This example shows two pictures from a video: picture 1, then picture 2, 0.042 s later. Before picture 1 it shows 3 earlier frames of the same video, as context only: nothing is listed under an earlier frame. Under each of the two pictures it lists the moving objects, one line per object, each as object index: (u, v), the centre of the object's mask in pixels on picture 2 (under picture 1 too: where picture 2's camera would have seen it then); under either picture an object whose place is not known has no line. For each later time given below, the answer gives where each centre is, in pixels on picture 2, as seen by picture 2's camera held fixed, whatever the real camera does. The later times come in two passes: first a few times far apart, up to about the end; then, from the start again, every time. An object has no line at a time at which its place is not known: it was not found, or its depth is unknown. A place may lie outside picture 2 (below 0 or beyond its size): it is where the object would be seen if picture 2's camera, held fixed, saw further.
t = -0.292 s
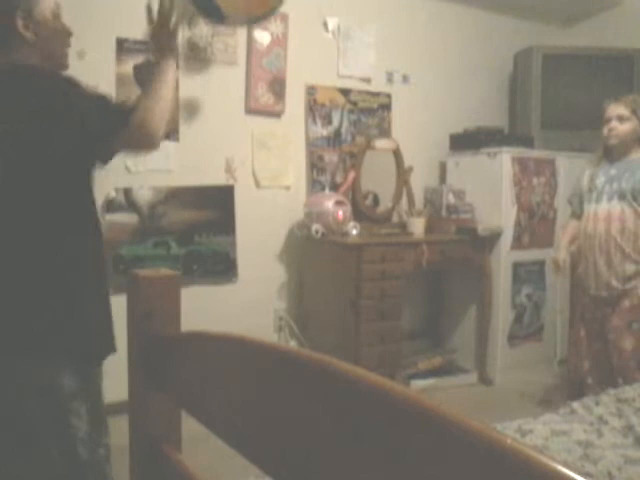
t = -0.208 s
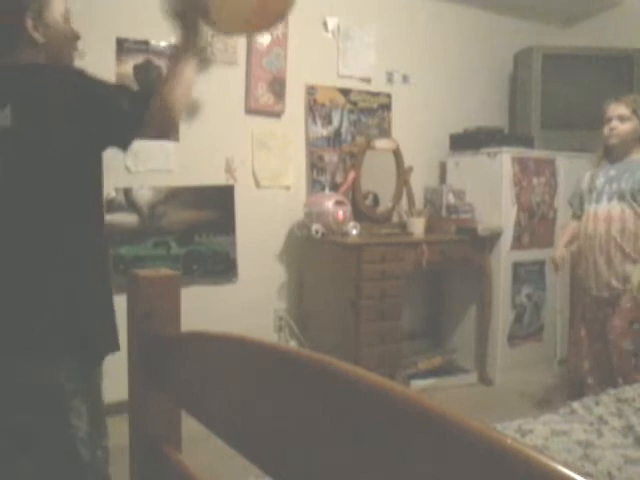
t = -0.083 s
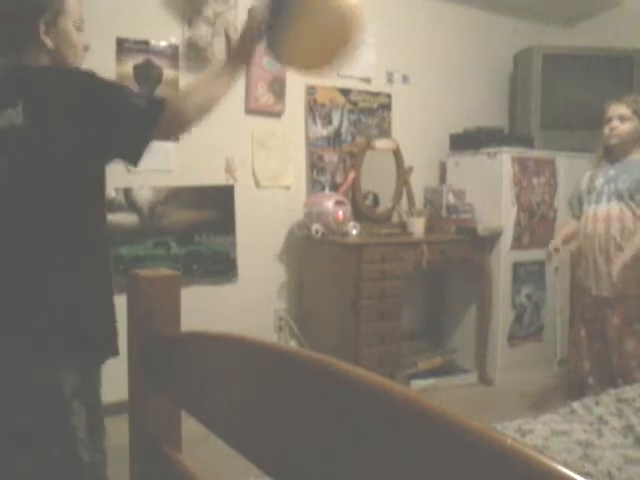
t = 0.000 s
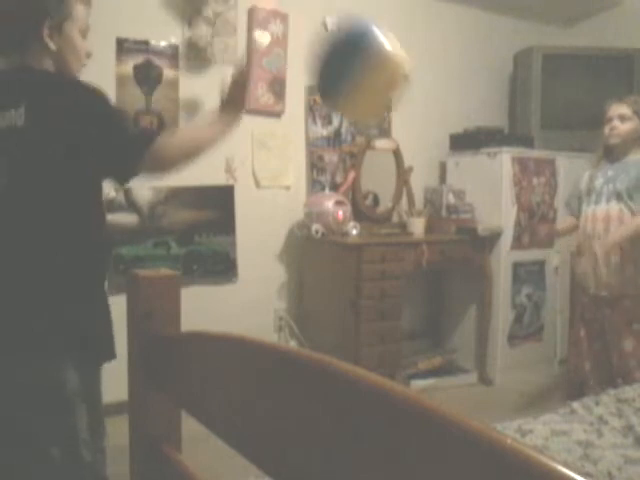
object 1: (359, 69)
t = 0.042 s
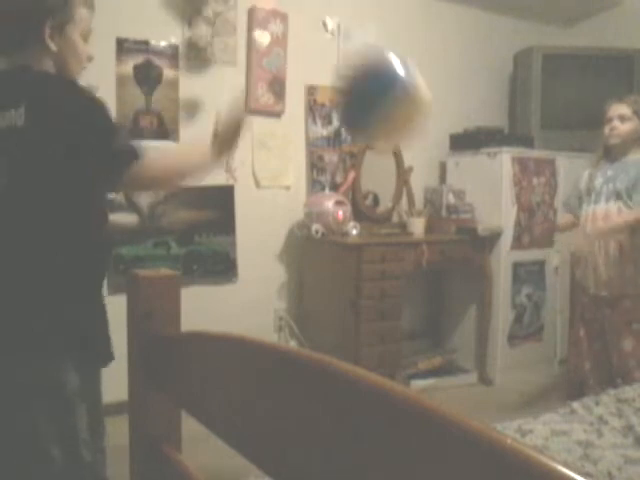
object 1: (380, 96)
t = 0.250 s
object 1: (456, 276)
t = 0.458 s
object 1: (508, 393)
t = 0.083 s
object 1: (402, 128)
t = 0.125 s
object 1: (415, 159)
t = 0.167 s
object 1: (431, 197)
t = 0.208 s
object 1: (447, 232)
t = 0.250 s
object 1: (456, 276)
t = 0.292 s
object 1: (469, 320)
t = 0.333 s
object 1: (478, 360)
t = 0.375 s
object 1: (490, 392)
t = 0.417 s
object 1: (499, 408)
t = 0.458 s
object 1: (508, 393)
